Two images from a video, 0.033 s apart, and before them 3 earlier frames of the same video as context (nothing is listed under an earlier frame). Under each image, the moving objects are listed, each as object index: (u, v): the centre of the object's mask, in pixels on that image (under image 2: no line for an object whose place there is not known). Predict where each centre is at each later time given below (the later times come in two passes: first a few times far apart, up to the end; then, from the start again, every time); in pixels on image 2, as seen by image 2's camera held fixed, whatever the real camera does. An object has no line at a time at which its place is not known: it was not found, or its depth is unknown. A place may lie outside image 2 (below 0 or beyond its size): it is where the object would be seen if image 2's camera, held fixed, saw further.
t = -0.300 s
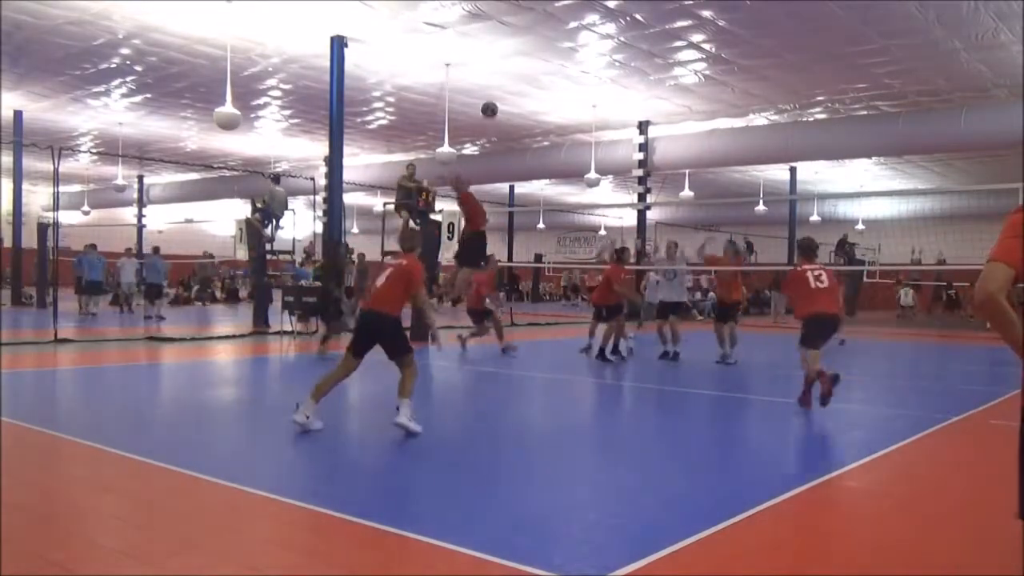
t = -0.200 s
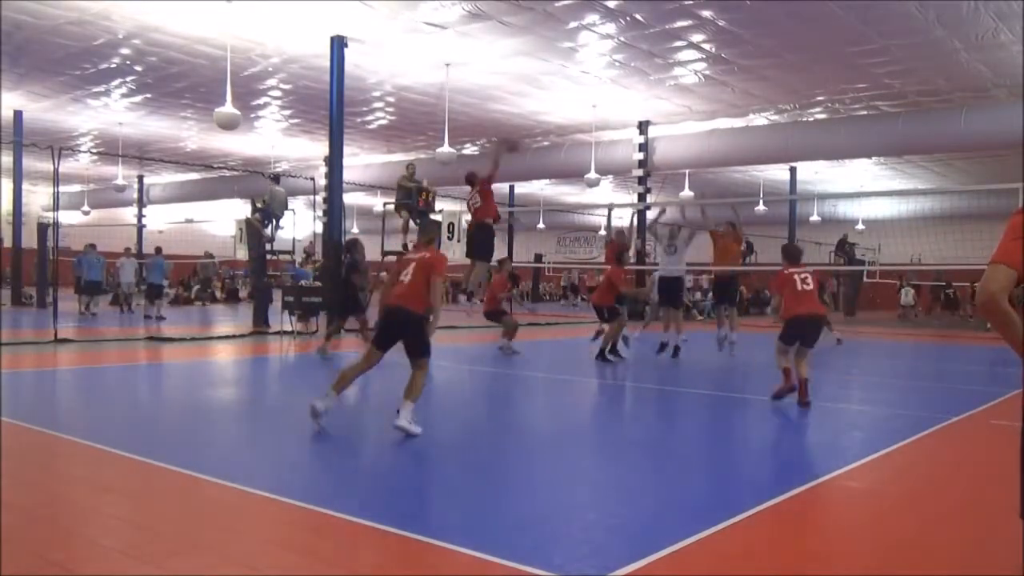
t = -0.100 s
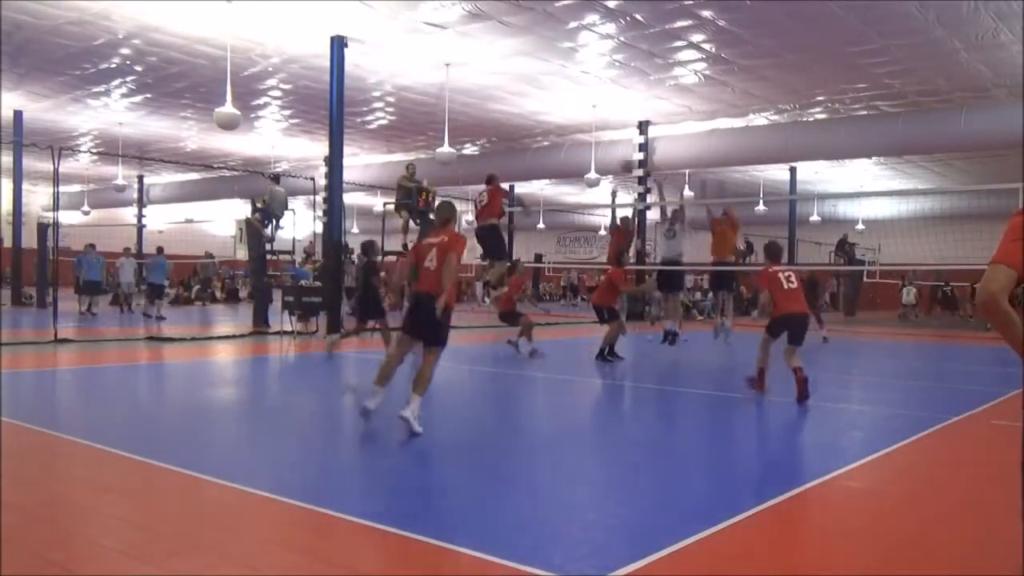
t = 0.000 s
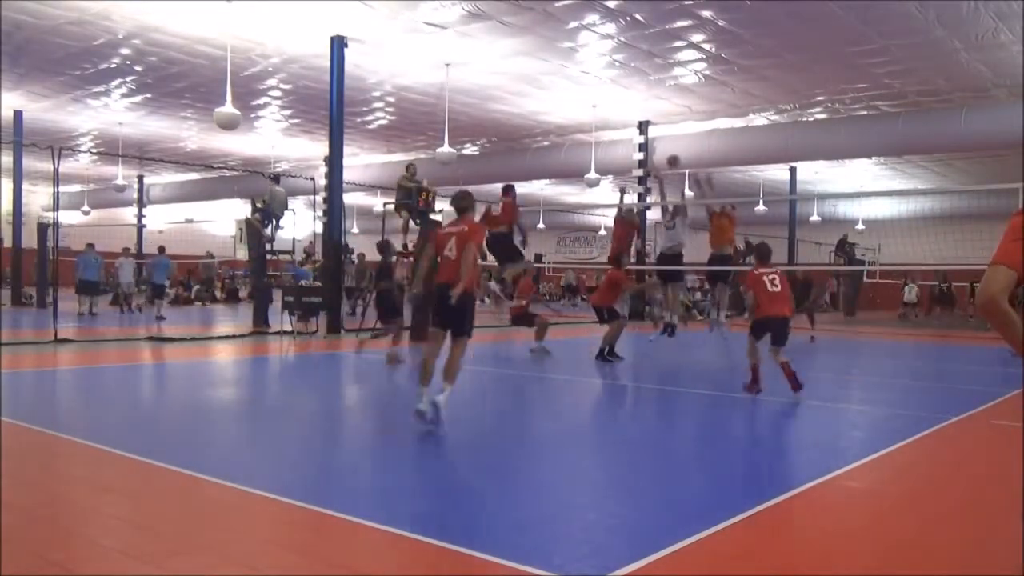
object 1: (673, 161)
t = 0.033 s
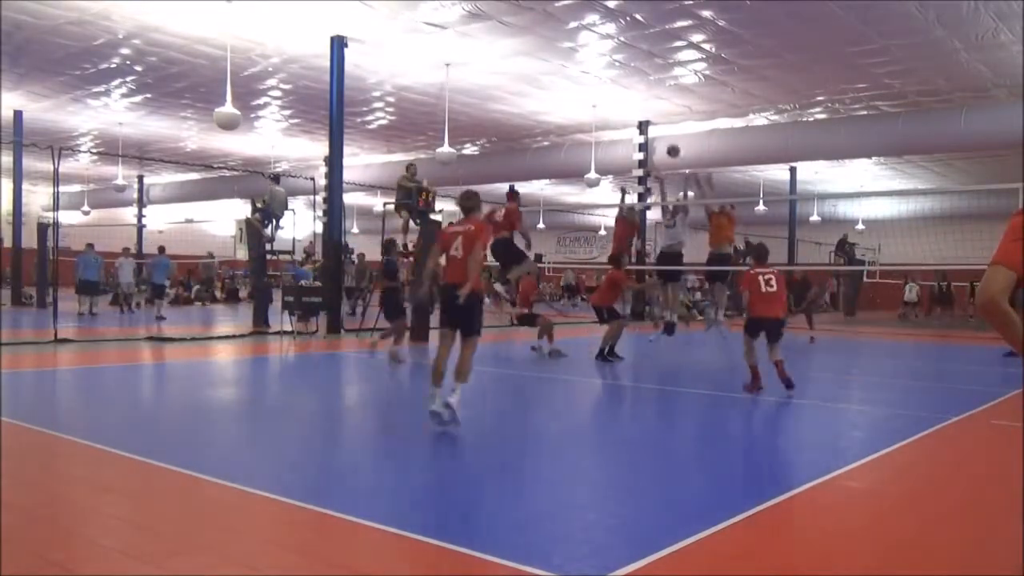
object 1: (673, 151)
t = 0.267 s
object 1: (672, 101)
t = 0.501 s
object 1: (670, 87)
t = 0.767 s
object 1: (668, 111)
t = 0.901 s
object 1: (666, 138)
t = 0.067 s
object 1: (673, 141)
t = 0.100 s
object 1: (672, 133)
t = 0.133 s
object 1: (672, 124)
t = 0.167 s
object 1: (672, 118)
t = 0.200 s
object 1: (672, 111)
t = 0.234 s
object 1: (672, 106)
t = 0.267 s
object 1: (672, 101)
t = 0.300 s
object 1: (671, 97)
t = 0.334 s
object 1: (671, 94)
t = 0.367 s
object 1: (671, 91)
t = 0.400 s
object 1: (671, 89)
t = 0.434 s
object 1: (670, 88)
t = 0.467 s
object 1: (670, 87)
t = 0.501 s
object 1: (670, 87)
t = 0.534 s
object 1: (670, 88)
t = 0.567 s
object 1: (670, 89)
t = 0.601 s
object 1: (670, 91)
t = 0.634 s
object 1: (669, 94)
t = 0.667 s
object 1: (668, 97)
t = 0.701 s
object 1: (668, 101)
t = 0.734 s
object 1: (668, 106)
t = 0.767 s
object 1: (668, 111)
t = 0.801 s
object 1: (667, 117)
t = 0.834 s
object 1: (667, 122)
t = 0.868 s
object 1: (667, 130)
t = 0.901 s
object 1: (666, 138)
